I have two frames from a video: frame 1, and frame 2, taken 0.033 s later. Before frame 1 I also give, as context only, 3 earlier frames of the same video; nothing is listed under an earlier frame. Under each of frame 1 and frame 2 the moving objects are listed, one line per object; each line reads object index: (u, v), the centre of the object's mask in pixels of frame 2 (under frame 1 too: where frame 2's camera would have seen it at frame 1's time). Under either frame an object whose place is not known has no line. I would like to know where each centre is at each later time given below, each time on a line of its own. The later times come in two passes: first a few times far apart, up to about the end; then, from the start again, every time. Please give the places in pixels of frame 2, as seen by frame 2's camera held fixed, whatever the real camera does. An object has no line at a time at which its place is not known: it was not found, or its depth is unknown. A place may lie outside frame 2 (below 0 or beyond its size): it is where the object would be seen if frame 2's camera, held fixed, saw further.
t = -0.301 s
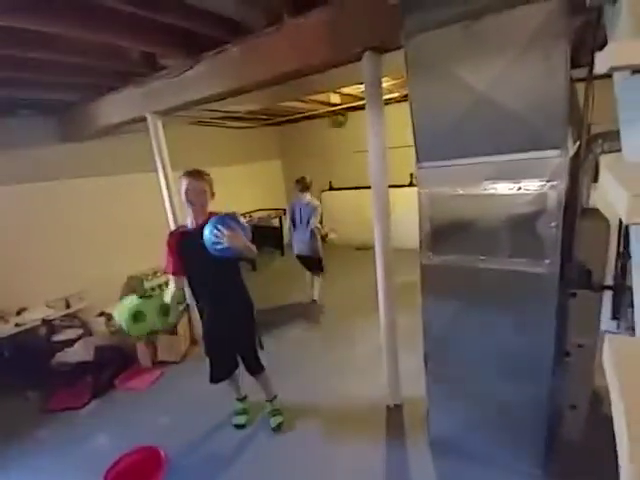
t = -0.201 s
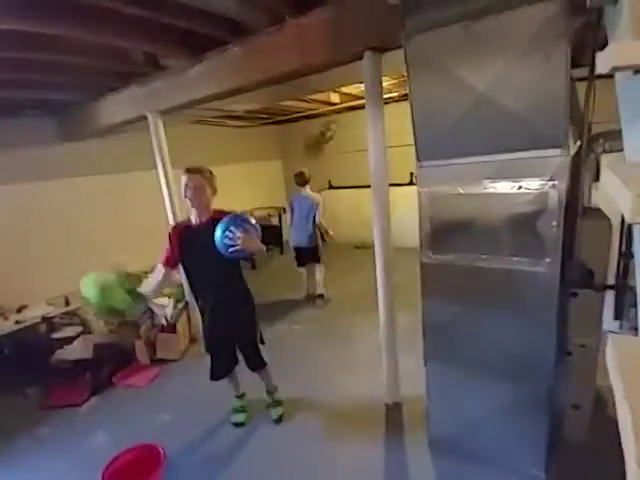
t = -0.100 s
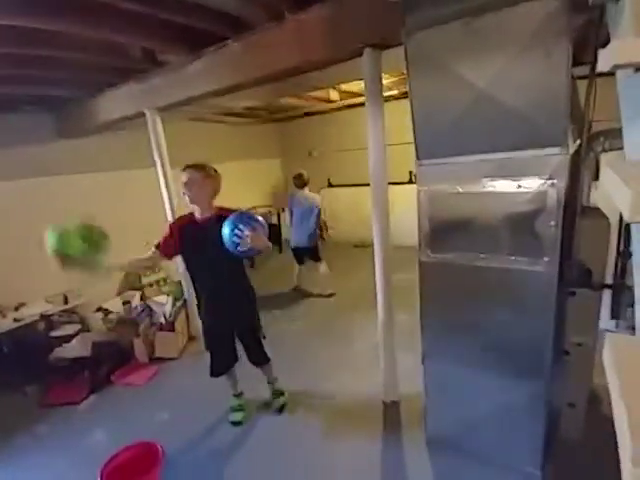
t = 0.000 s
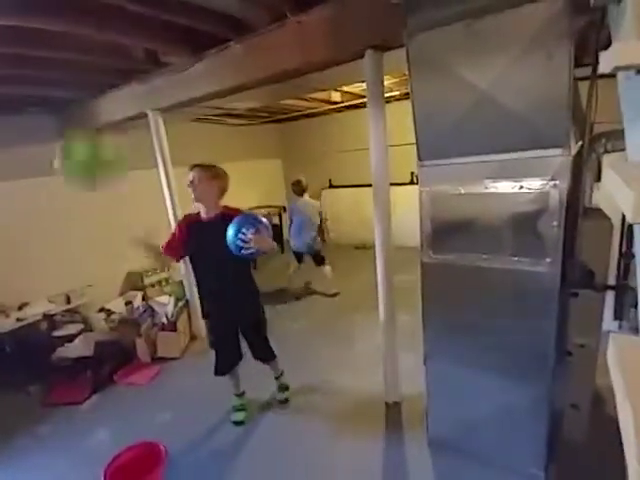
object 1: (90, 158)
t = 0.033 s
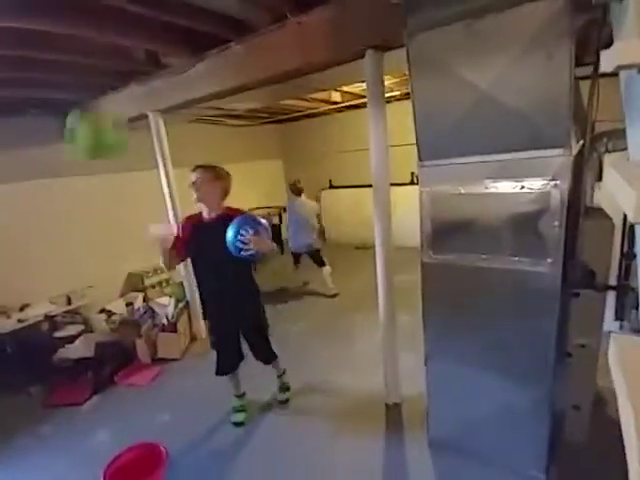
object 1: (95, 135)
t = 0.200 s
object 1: (151, 47)
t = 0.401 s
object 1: (219, 28)
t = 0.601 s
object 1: (296, 104)
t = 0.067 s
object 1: (103, 115)
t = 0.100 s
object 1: (113, 95)
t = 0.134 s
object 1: (126, 73)
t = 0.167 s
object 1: (138, 61)
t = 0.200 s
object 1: (151, 47)
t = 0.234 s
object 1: (161, 38)
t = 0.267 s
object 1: (173, 32)
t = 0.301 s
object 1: (184, 27)
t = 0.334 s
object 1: (197, 27)
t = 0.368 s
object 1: (208, 27)
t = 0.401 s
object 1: (219, 28)
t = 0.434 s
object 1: (235, 35)
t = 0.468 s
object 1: (249, 45)
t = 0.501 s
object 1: (261, 56)
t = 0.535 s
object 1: (276, 75)
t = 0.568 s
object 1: (282, 88)
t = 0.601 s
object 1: (296, 104)
